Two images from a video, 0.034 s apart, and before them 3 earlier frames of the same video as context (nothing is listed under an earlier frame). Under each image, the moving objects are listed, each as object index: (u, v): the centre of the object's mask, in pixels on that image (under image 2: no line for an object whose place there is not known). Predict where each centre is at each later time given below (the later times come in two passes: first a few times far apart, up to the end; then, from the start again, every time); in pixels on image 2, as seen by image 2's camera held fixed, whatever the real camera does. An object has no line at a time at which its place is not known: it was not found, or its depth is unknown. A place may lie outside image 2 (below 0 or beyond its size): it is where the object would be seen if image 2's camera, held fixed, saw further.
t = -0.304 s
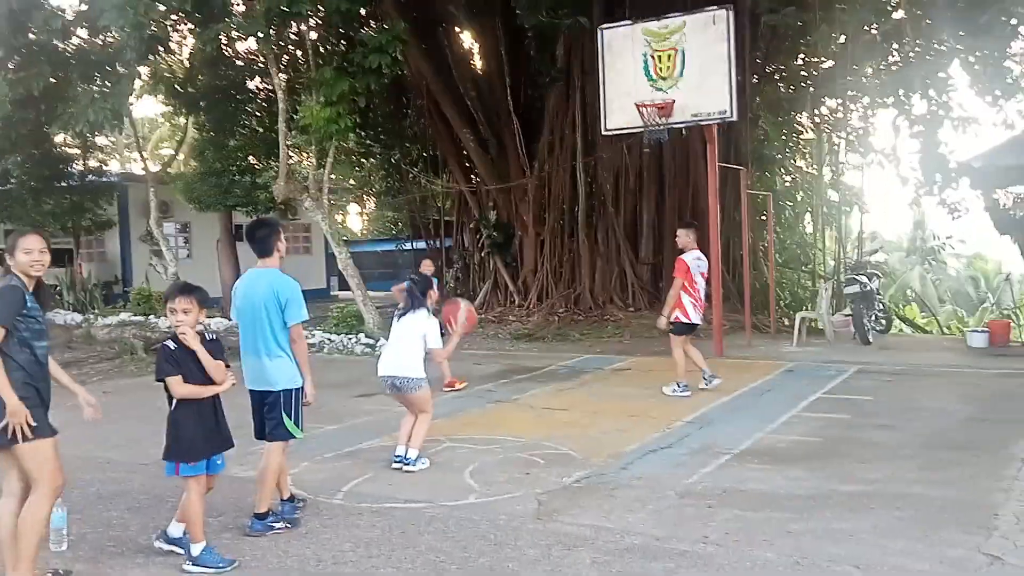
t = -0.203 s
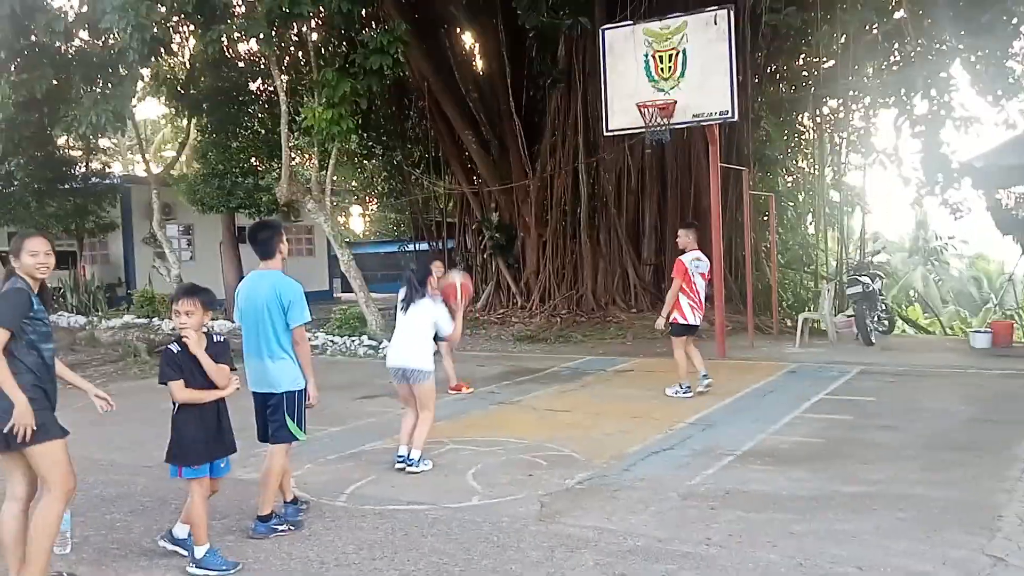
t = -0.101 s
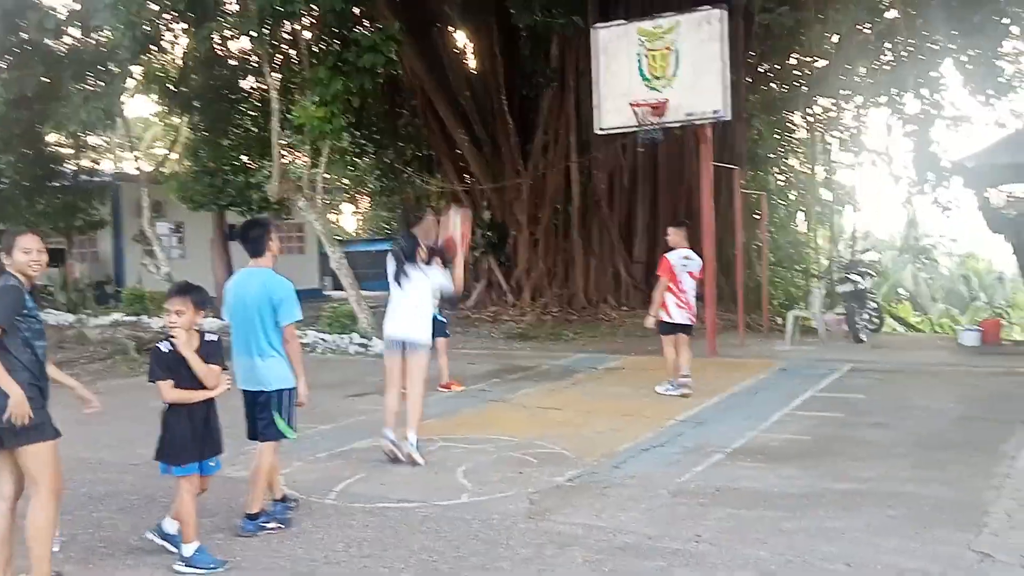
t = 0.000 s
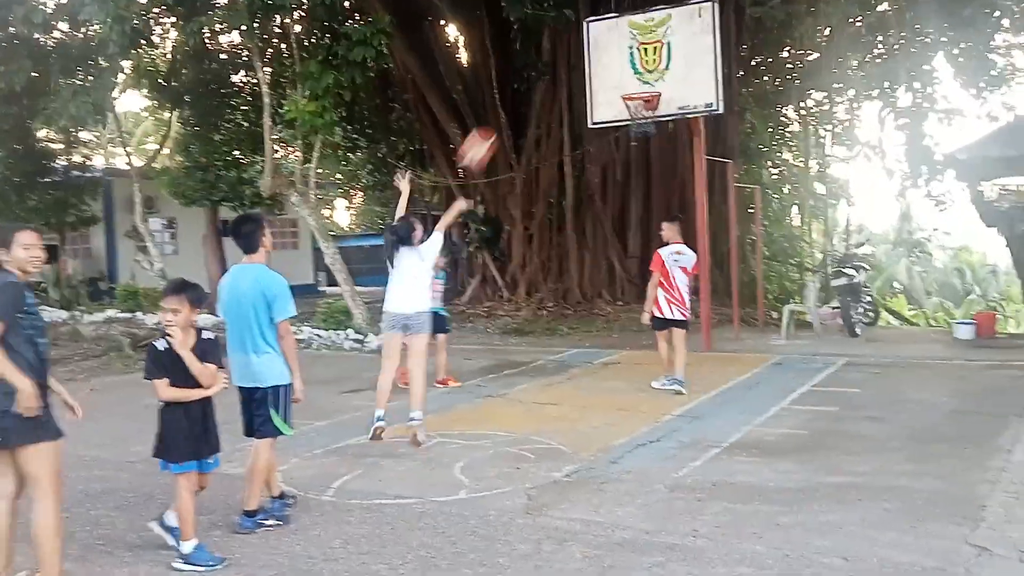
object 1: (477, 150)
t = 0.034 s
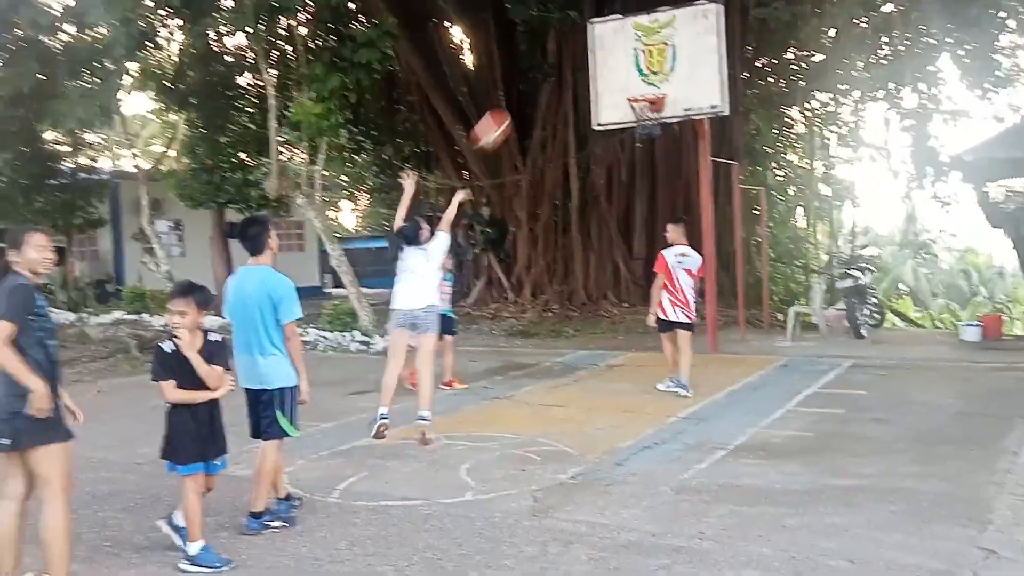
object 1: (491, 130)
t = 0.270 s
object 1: (548, 36)
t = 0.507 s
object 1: (594, 18)
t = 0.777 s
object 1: (640, 66)
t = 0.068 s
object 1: (500, 111)
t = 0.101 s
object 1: (508, 94)
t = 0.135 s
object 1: (517, 79)
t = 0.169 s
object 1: (525, 66)
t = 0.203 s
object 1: (532, 55)
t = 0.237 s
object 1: (540, 45)
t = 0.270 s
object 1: (548, 36)
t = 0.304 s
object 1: (555, 29)
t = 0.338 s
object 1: (563, 24)
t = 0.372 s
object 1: (568, 20)
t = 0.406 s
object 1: (575, 18)
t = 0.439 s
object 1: (581, 16)
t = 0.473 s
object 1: (587, 17)
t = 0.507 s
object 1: (594, 18)
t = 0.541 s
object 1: (599, 19)
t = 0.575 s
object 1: (606, 23)
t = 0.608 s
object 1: (613, 30)
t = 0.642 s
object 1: (618, 34)
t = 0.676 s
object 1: (623, 40)
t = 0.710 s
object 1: (629, 49)
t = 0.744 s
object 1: (634, 57)
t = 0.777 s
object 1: (640, 66)
